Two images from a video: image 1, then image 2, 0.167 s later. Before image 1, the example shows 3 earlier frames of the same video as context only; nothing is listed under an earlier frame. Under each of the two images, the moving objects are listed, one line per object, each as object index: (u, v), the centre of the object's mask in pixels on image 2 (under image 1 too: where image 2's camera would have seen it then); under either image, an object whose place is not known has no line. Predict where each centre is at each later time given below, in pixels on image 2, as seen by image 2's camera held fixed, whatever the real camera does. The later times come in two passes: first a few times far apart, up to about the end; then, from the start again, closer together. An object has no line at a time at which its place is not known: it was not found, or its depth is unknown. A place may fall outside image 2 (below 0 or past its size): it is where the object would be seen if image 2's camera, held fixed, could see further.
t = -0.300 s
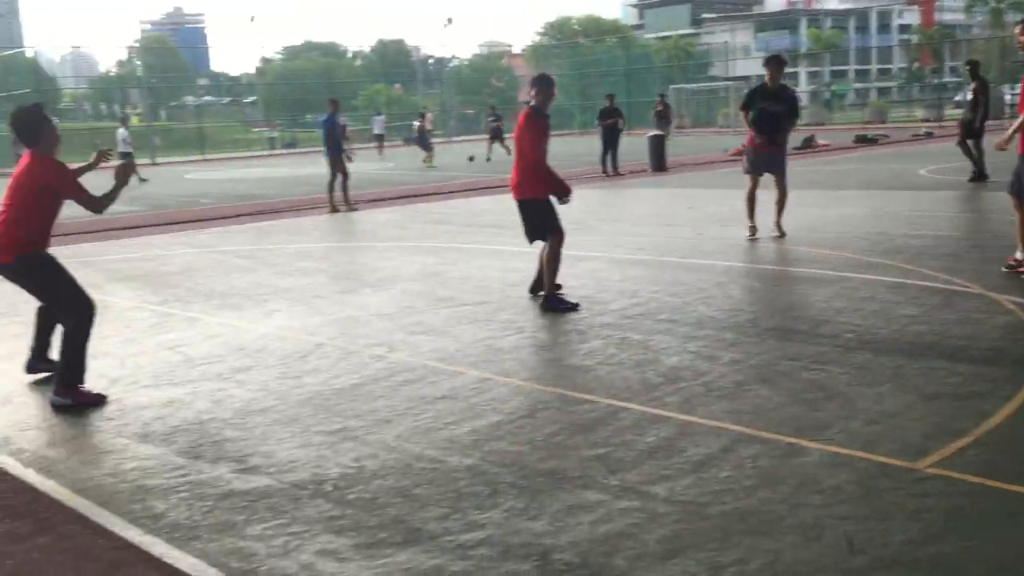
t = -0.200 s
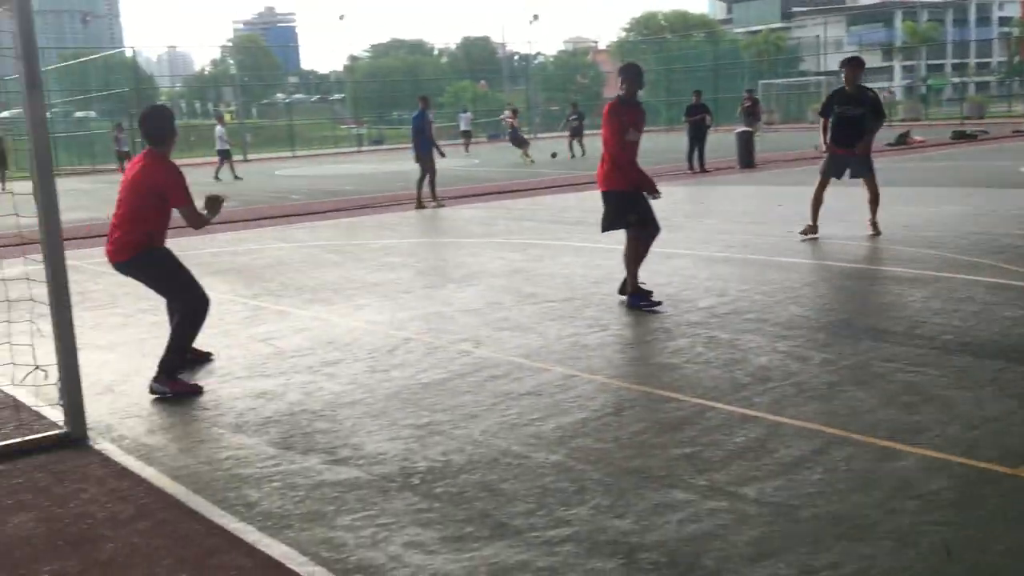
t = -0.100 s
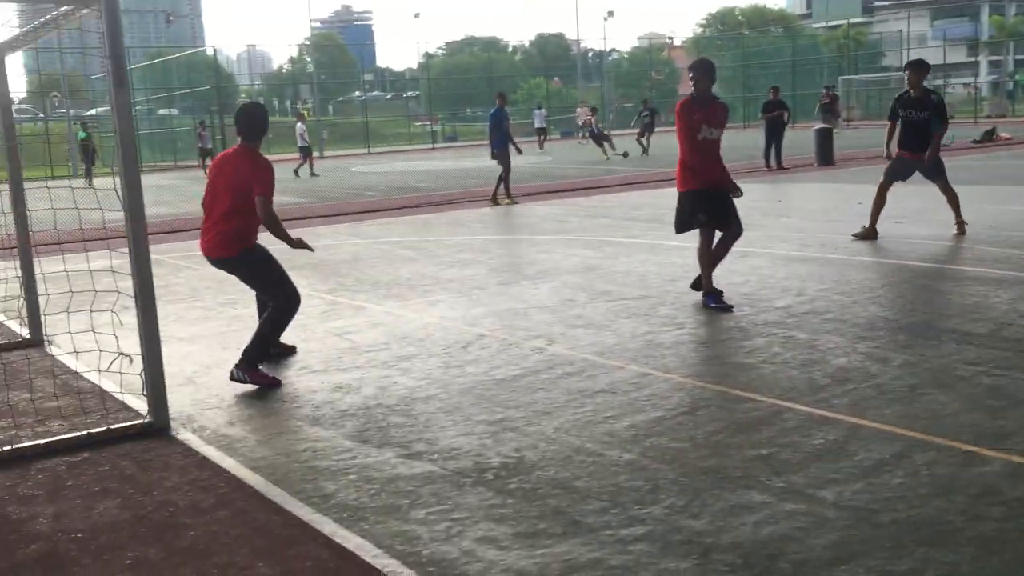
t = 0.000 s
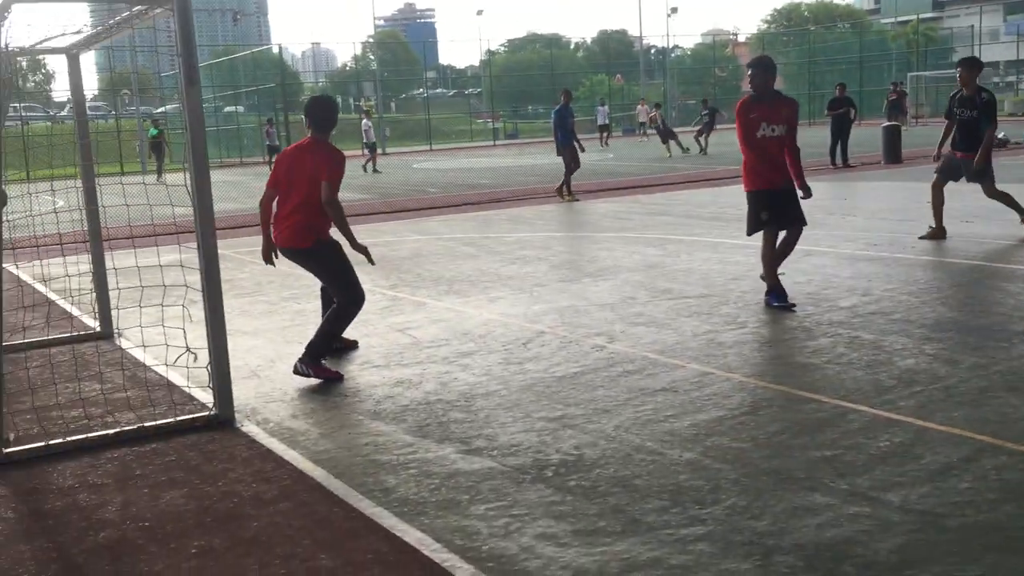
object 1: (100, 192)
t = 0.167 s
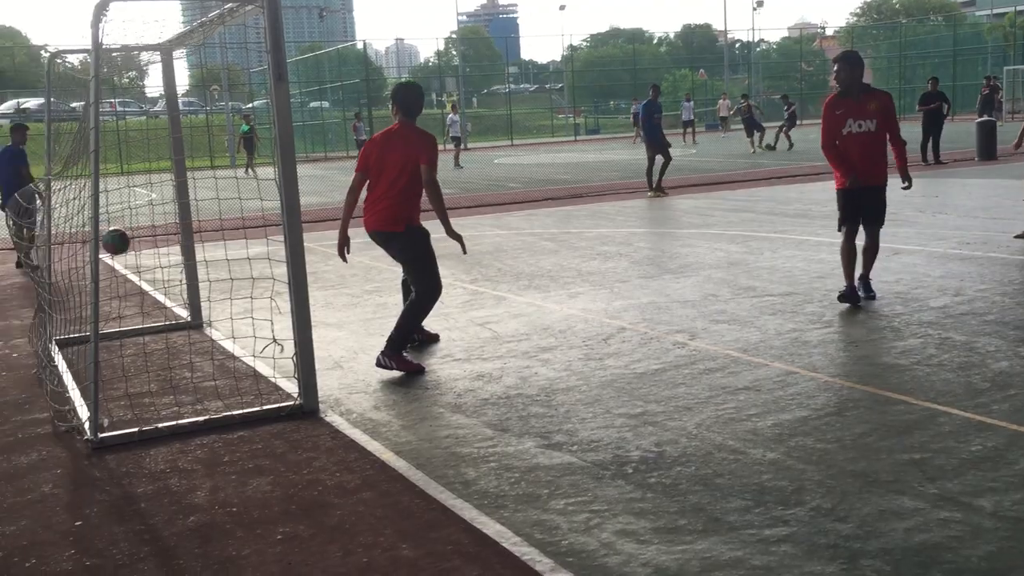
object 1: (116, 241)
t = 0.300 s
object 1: (137, 305)
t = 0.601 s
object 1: (160, 261)
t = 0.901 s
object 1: (193, 320)
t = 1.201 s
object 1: (216, 303)
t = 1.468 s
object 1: (246, 315)
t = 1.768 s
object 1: (278, 321)
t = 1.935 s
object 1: (288, 322)
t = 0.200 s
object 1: (121, 256)
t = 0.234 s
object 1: (126, 271)
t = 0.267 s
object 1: (132, 288)
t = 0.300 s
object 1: (137, 305)
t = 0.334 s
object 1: (142, 310)
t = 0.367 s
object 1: (143, 299)
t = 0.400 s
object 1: (145, 290)
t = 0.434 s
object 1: (147, 282)
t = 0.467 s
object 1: (150, 275)
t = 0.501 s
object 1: (152, 269)
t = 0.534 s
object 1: (155, 265)
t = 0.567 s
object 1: (157, 263)
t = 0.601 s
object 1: (160, 261)
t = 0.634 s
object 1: (163, 262)
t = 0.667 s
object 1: (166, 264)
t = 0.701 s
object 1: (169, 268)
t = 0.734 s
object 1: (172, 272)
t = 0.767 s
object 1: (176, 279)
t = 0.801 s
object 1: (180, 286)
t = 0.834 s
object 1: (184, 296)
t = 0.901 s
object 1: (193, 320)
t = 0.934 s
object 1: (196, 317)
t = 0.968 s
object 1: (198, 310)
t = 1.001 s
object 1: (199, 305)
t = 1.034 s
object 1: (201, 301)
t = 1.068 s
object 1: (204, 298)
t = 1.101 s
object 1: (208, 297)
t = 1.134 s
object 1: (210, 298)
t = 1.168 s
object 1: (213, 299)
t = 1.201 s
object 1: (216, 303)
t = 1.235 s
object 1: (220, 308)
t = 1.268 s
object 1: (224, 314)
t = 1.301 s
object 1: (229, 323)
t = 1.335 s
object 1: (232, 319)
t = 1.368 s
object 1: (235, 316)
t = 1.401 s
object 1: (238, 314)
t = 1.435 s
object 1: (242, 314)
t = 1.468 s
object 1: (246, 315)
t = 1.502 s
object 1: (250, 318)
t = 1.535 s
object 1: (254, 323)
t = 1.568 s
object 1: (257, 320)
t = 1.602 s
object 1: (261, 319)
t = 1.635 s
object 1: (264, 319)
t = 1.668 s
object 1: (268, 321)
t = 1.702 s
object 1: (271, 322)
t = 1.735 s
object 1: (275, 321)
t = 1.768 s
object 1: (278, 321)
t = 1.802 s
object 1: (281, 322)
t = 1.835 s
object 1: (283, 323)
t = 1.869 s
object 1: (285, 322)
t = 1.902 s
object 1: (287, 322)
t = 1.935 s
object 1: (288, 322)
